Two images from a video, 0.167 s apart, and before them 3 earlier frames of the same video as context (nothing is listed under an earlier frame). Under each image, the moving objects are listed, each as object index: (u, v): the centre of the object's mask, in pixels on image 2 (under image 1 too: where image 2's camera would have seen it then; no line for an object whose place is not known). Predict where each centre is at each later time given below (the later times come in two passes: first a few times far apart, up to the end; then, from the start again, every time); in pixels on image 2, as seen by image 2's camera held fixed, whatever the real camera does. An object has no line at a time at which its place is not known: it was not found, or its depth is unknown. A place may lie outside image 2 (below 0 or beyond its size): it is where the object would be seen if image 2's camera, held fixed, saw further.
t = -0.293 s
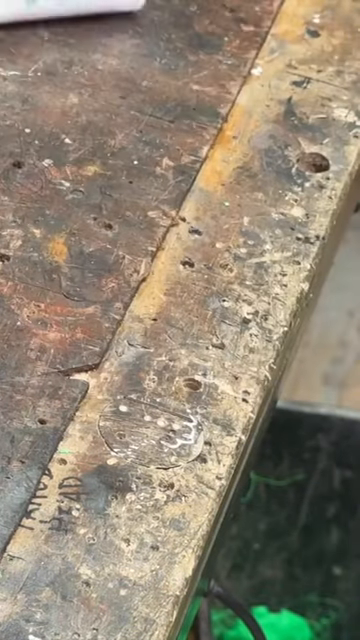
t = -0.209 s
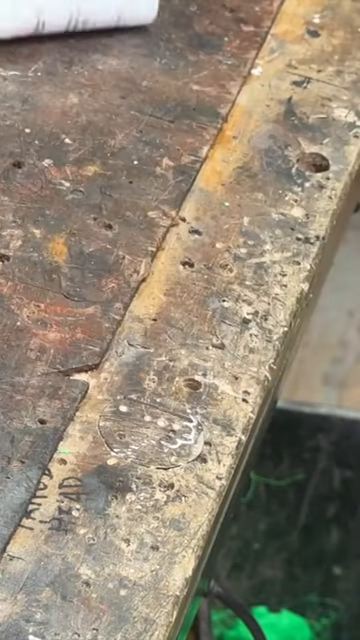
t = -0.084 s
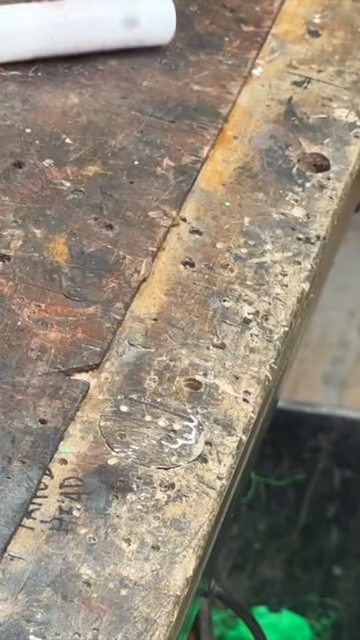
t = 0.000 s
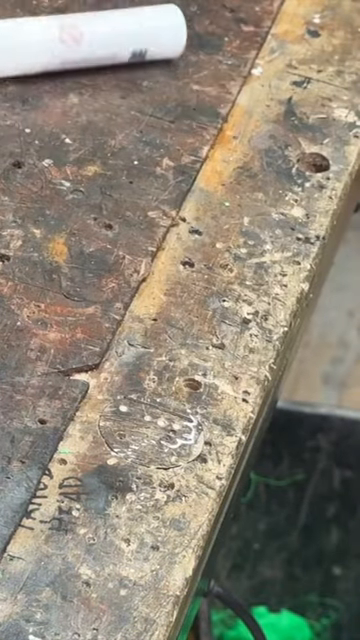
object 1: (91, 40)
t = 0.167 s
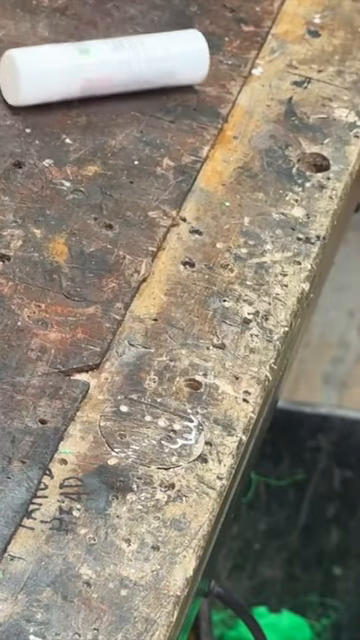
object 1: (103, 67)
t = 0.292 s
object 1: (117, 87)
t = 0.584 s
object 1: (158, 138)
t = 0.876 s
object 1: (203, 191)
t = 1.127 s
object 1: (247, 251)
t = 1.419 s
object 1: (303, 368)
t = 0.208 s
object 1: (108, 74)
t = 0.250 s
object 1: (112, 80)
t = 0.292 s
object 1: (117, 87)
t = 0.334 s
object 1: (123, 94)
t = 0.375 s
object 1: (129, 102)
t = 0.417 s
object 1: (135, 109)
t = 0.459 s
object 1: (140, 117)
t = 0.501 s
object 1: (146, 124)
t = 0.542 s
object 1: (152, 131)
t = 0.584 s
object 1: (158, 138)
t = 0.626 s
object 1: (164, 146)
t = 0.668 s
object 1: (171, 153)
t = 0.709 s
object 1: (177, 161)
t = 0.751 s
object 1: (183, 168)
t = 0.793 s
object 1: (190, 175)
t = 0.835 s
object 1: (196, 183)
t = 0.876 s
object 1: (203, 191)
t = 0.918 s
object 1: (209, 200)
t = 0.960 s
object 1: (216, 209)
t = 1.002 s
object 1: (224, 217)
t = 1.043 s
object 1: (232, 227)
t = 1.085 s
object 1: (241, 238)
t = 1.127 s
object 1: (247, 251)
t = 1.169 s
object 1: (253, 264)
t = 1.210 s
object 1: (259, 277)
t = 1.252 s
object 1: (264, 290)
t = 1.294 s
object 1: (269, 303)
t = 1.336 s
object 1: (277, 317)
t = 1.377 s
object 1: (286, 334)
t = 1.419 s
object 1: (303, 368)
